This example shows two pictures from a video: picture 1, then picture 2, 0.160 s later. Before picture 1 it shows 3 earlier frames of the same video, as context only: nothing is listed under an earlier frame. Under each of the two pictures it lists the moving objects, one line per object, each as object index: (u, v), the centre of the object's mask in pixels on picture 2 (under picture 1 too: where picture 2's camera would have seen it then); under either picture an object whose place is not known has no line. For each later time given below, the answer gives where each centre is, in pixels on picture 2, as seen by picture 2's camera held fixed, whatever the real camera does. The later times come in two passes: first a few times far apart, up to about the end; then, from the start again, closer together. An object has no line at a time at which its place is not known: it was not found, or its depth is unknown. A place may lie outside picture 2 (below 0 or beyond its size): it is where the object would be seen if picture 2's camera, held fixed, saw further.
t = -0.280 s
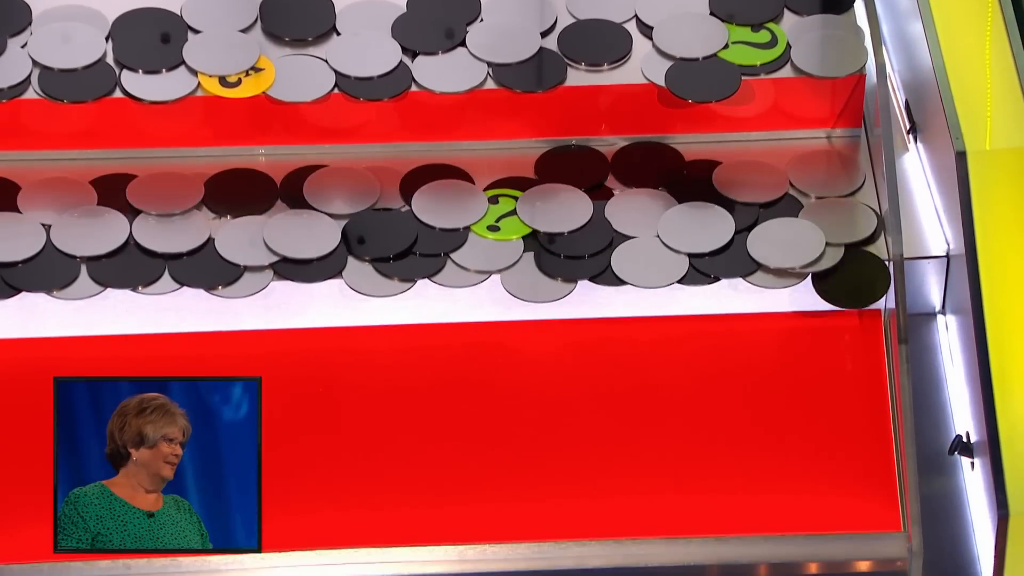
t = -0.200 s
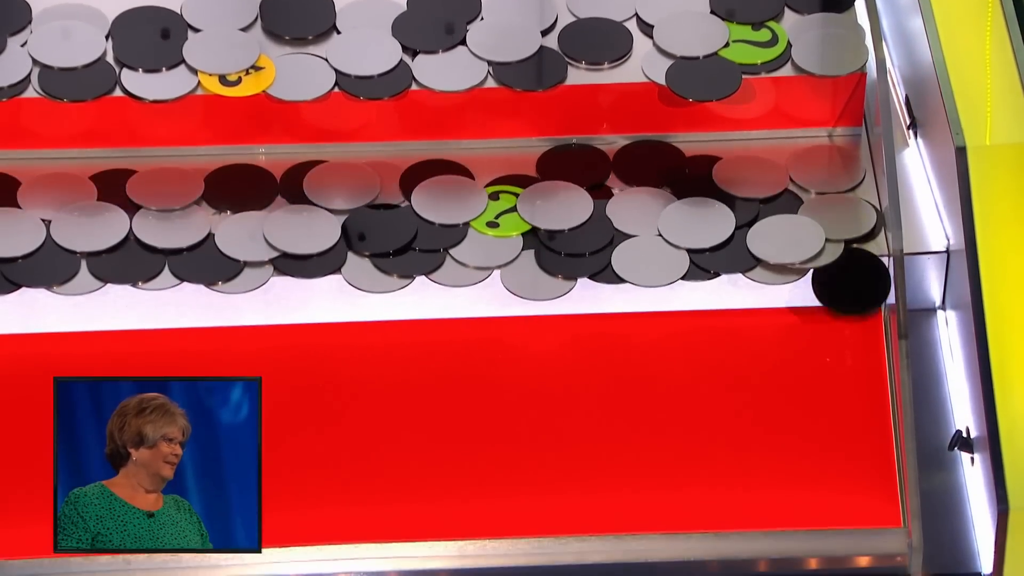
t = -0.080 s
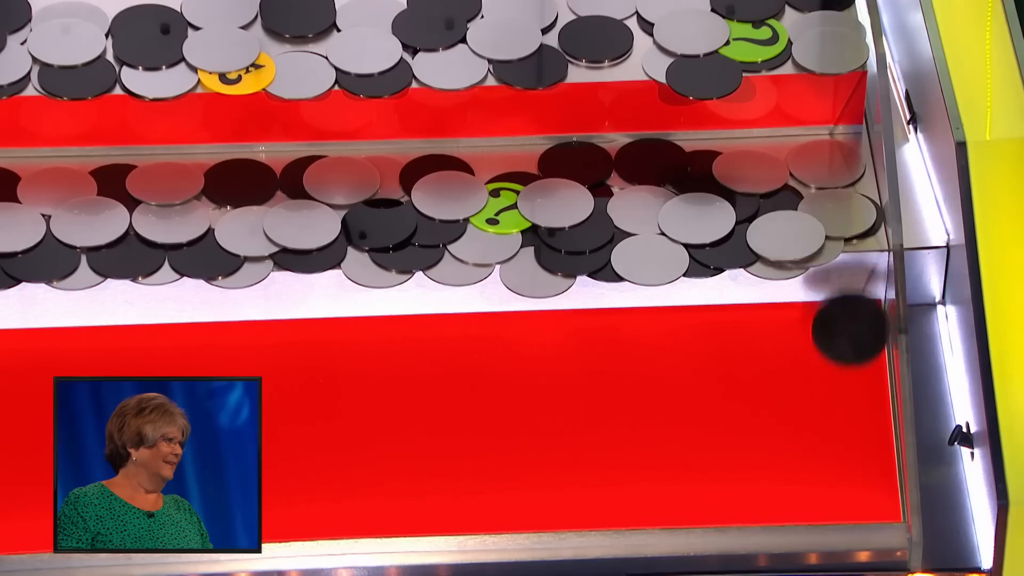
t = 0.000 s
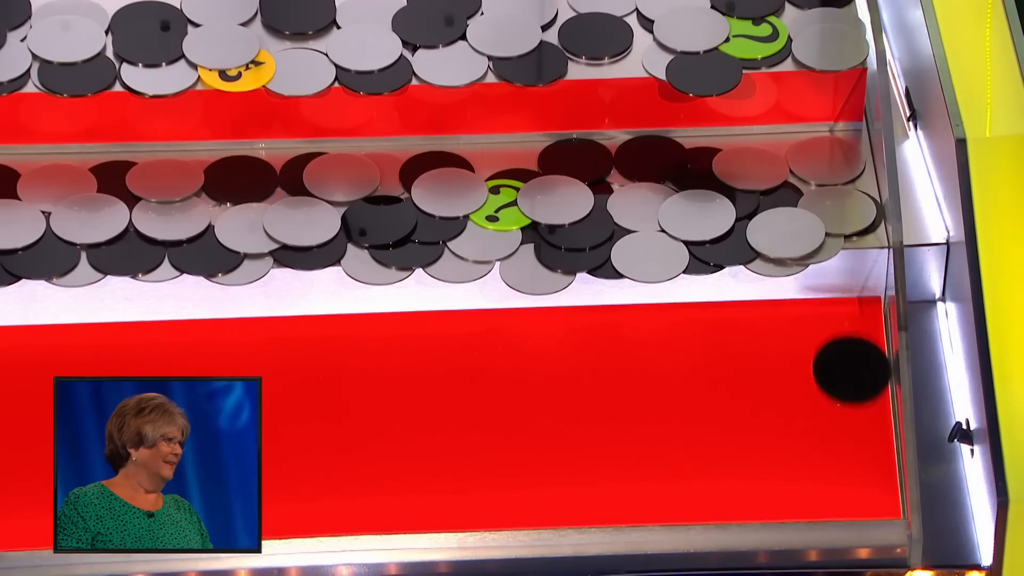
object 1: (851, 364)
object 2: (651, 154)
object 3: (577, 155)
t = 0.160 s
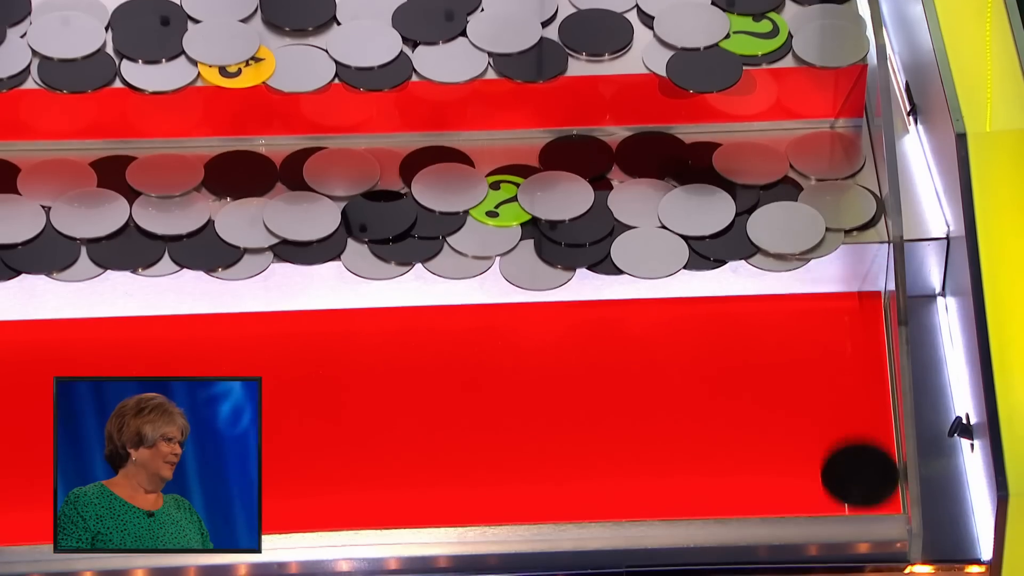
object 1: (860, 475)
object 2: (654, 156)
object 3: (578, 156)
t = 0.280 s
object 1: (860, 477)
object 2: (652, 156)
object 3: (578, 157)
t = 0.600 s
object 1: (862, 490)
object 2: (653, 159)
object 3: (580, 159)
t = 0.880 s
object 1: (862, 493)
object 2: (654, 161)
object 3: (581, 161)
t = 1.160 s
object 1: (862, 492)
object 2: (655, 161)
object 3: (581, 161)
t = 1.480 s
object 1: (862, 492)
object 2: (654, 162)
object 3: (581, 162)
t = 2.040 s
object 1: (862, 492)
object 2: (653, 161)
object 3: (581, 161)
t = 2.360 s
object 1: (862, 492)
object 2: (653, 161)
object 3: (581, 161)
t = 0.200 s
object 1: (861, 492)
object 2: (654, 157)
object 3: (578, 156)
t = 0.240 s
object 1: (861, 484)
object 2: (654, 157)
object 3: (578, 156)
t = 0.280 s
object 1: (860, 477)
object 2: (652, 156)
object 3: (578, 157)
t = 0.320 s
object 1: (860, 472)
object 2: (652, 156)
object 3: (578, 157)
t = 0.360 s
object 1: (860, 472)
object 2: (652, 157)
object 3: (579, 157)
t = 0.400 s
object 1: (860, 474)
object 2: (652, 157)
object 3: (579, 157)
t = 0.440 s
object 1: (861, 480)
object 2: (653, 157)
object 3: (579, 158)
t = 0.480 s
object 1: (862, 486)
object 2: (653, 158)
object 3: (579, 158)
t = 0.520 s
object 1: (862, 492)
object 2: (653, 158)
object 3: (579, 158)
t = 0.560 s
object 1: (862, 490)
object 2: (653, 158)
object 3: (579, 158)
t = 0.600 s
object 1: (862, 490)
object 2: (653, 159)
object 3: (580, 159)
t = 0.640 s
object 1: (862, 492)
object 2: (654, 159)
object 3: (580, 159)
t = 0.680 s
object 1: (862, 492)
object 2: (654, 159)
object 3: (580, 159)
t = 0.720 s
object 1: (862, 493)
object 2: (654, 160)
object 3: (580, 160)
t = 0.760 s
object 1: (862, 493)
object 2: (654, 160)
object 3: (581, 160)
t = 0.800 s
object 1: (862, 493)
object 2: (654, 160)
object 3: (581, 160)
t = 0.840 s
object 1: (862, 493)
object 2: (654, 160)
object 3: (581, 161)
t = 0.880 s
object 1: (862, 493)
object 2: (654, 161)
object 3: (581, 161)
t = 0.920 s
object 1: (862, 493)
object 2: (654, 161)
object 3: (581, 161)
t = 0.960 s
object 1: (862, 493)
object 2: (654, 161)
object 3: (581, 161)
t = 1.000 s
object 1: (862, 493)
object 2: (654, 161)
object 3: (581, 161)
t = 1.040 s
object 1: (862, 492)
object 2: (654, 161)
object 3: (581, 161)
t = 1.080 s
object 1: (862, 492)
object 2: (655, 161)
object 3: (581, 161)
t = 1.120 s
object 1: (862, 493)
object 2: (655, 161)
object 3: (581, 161)
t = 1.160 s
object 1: (862, 492)
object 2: (655, 161)
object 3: (581, 161)
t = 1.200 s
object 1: (862, 493)
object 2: (654, 161)
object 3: (581, 161)
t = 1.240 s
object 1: (862, 492)
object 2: (655, 161)
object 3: (581, 161)
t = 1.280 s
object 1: (862, 492)
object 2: (655, 161)
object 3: (581, 161)
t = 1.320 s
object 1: (862, 492)
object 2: (655, 161)
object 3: (581, 161)
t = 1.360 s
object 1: (862, 492)
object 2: (654, 161)
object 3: (581, 161)
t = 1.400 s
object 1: (862, 492)
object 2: (654, 162)
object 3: (581, 162)
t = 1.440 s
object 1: (862, 492)
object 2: (654, 162)
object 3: (581, 162)
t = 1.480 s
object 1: (862, 492)
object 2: (654, 162)
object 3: (581, 162)
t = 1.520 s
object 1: (863, 492)
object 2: (654, 162)
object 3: (581, 162)
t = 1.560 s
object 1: (863, 492)
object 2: (653, 163)
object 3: (580, 163)
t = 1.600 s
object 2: (654, 163)
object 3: (580, 163)
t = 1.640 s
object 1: (863, 492)
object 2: (653, 162)
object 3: (581, 162)
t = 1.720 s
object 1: (862, 492)
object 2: (653, 162)
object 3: (581, 162)
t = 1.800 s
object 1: (862, 492)
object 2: (653, 161)
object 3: (581, 161)
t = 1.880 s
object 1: (862, 492)
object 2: (653, 161)
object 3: (581, 161)
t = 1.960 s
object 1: (862, 492)
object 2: (653, 161)
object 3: (581, 161)
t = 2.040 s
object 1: (862, 492)
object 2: (653, 161)
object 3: (581, 161)
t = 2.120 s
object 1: (862, 492)
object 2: (653, 161)
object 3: (581, 161)
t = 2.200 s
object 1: (862, 492)
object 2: (653, 161)
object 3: (581, 161)
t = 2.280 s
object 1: (862, 492)
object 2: (653, 161)
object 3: (581, 161)
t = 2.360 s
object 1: (862, 492)
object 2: (653, 161)
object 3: (581, 161)
